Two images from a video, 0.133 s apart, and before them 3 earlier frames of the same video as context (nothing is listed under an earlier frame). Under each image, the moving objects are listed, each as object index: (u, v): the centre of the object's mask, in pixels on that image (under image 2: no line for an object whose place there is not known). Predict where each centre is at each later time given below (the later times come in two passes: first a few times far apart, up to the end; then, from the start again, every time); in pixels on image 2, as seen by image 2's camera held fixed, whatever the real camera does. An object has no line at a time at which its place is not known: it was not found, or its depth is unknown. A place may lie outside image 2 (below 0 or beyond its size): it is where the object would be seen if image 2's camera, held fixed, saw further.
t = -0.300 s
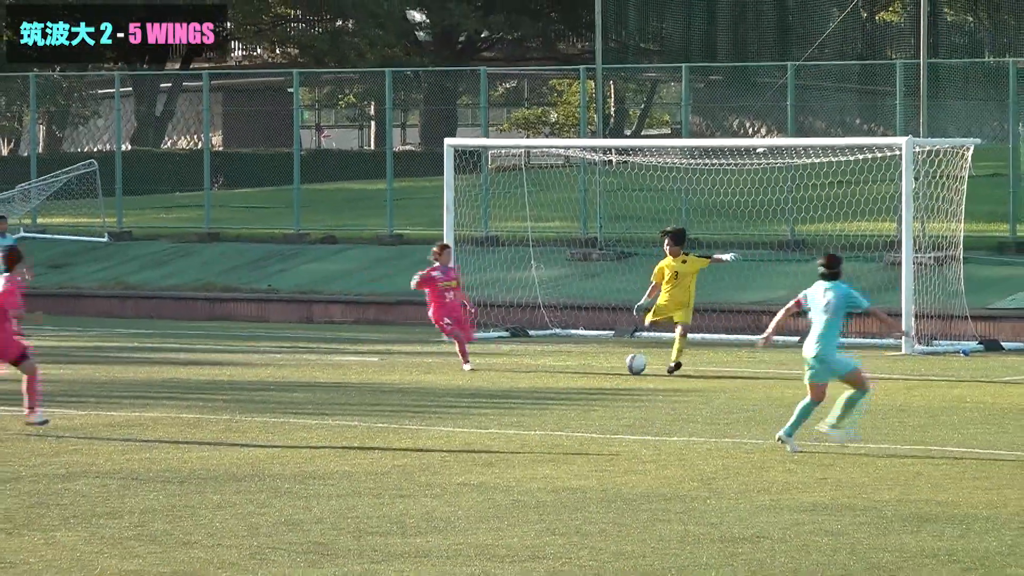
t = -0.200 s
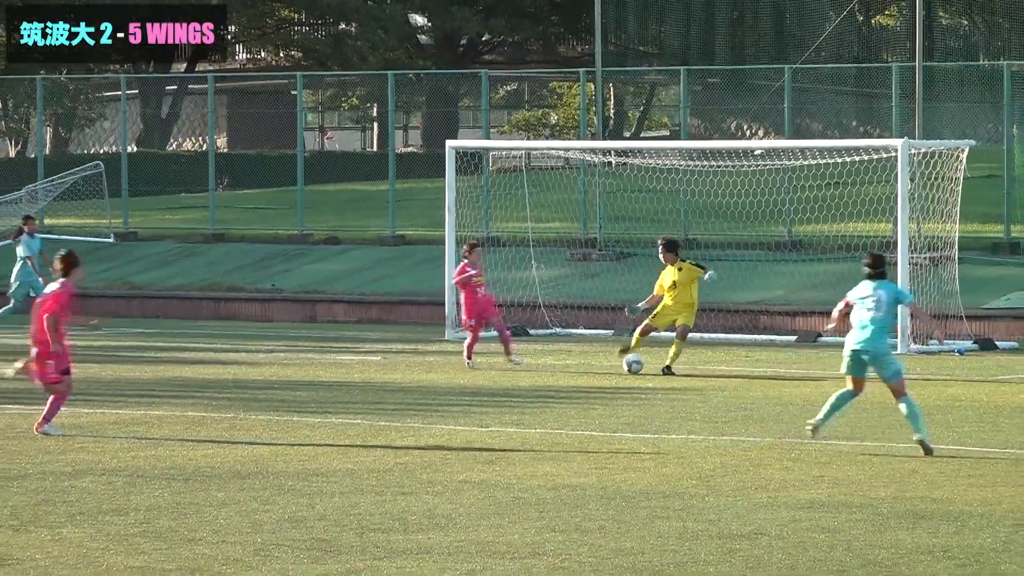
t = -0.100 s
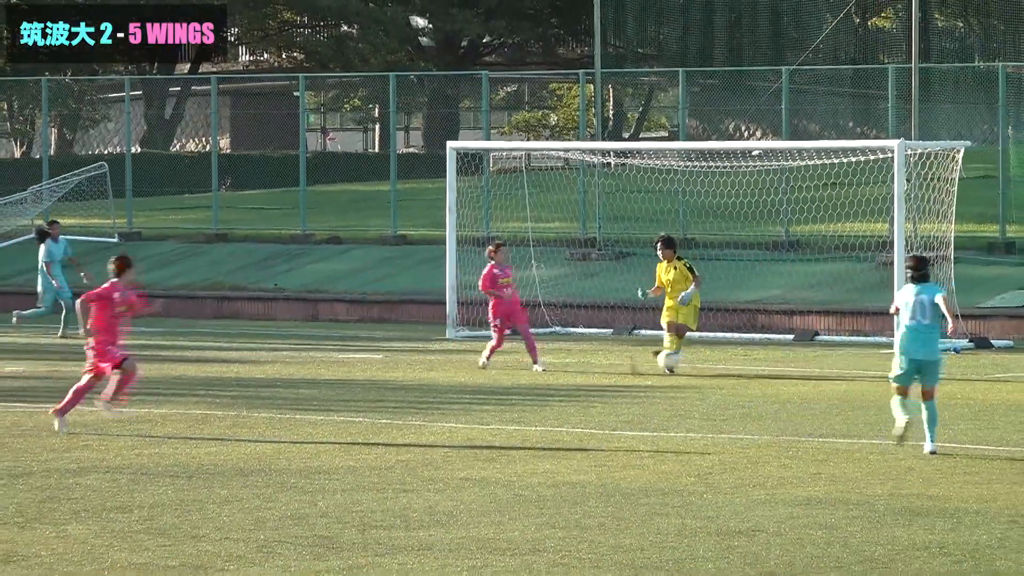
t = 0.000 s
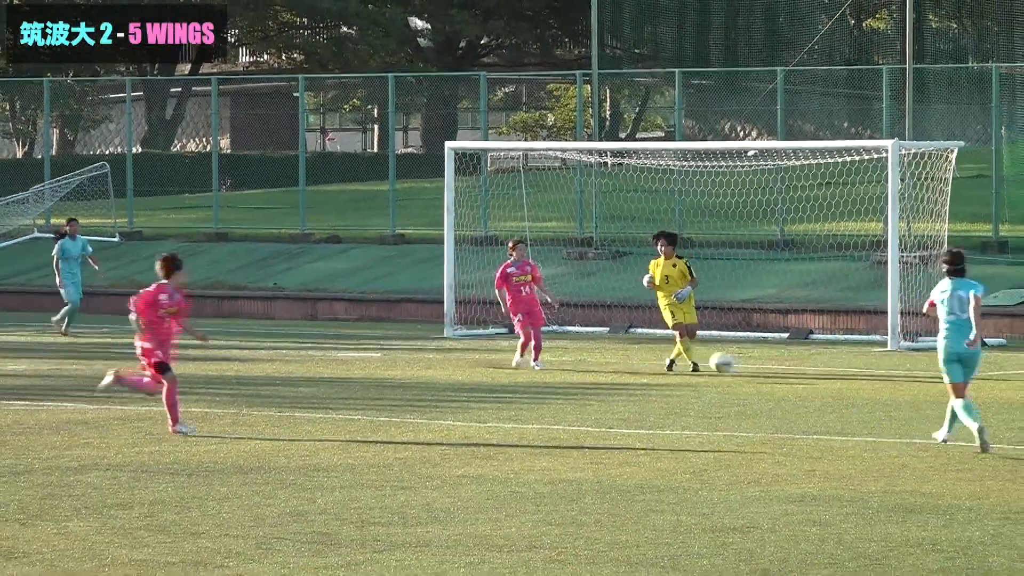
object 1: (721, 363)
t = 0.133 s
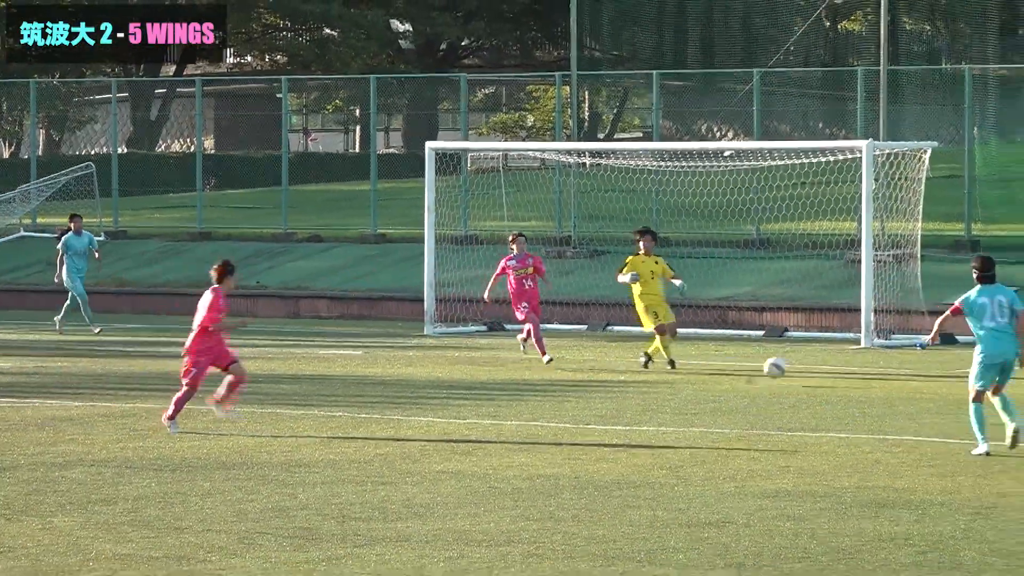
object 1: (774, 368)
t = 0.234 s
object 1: (828, 362)
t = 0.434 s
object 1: (941, 392)
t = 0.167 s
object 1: (792, 363)
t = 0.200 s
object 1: (809, 362)
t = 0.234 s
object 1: (828, 362)
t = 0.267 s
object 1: (846, 363)
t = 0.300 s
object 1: (864, 366)
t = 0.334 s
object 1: (884, 370)
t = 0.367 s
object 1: (901, 375)
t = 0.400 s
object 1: (921, 383)
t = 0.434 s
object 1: (941, 392)
